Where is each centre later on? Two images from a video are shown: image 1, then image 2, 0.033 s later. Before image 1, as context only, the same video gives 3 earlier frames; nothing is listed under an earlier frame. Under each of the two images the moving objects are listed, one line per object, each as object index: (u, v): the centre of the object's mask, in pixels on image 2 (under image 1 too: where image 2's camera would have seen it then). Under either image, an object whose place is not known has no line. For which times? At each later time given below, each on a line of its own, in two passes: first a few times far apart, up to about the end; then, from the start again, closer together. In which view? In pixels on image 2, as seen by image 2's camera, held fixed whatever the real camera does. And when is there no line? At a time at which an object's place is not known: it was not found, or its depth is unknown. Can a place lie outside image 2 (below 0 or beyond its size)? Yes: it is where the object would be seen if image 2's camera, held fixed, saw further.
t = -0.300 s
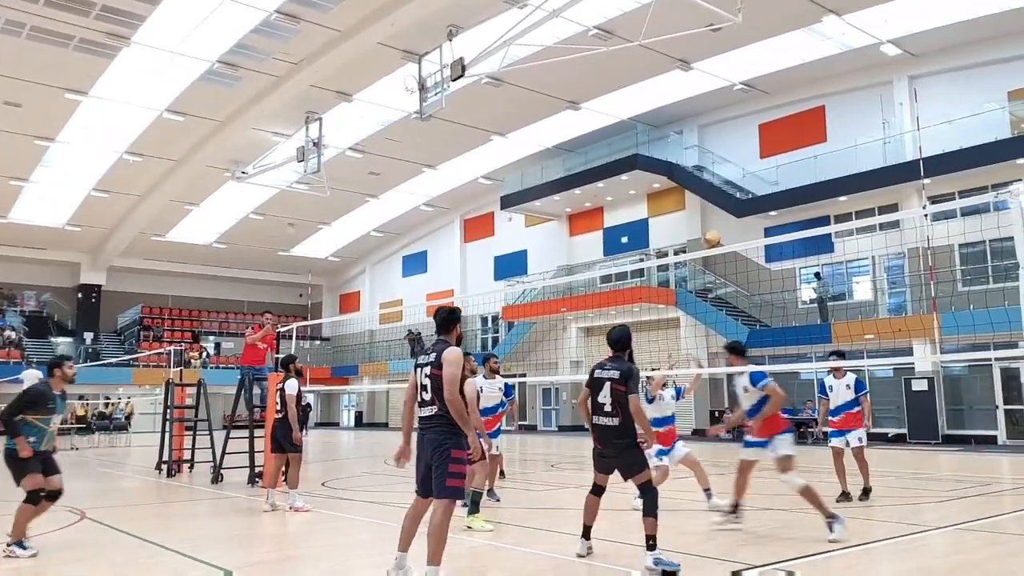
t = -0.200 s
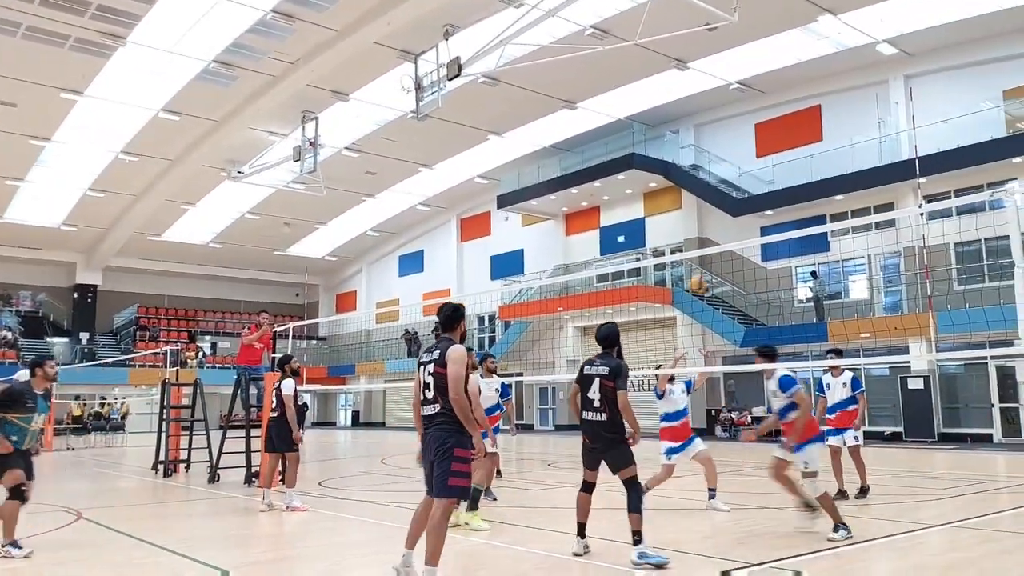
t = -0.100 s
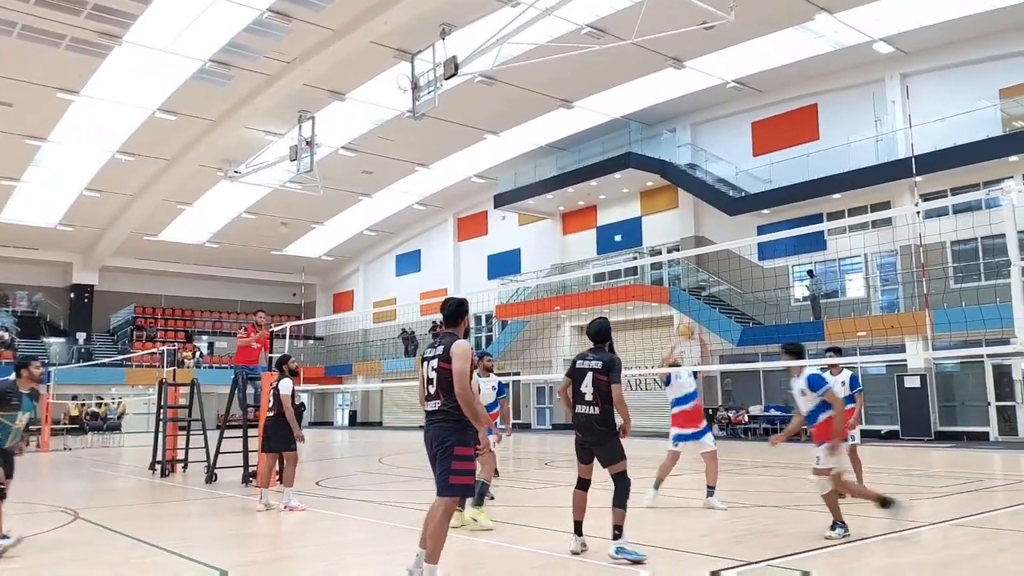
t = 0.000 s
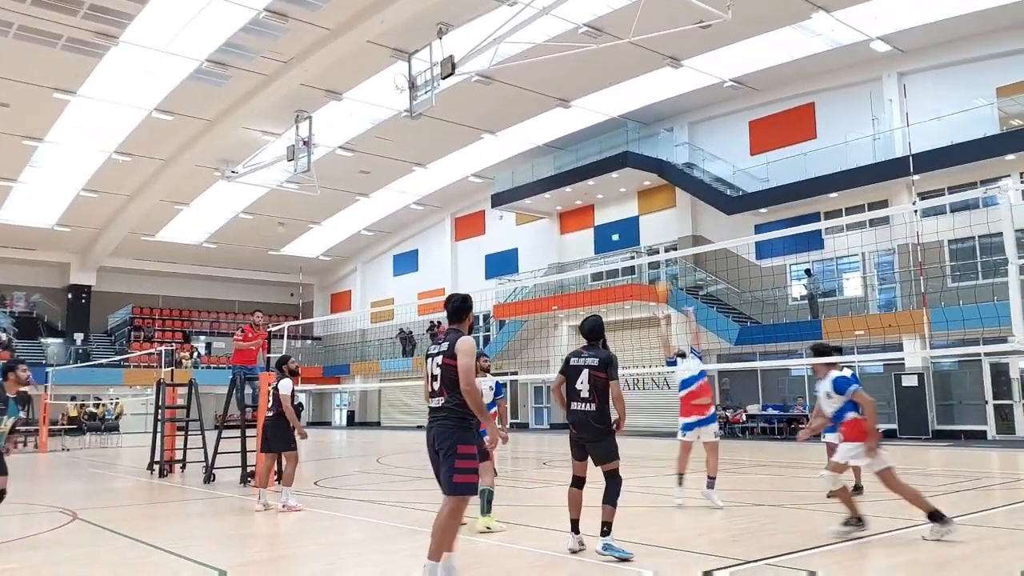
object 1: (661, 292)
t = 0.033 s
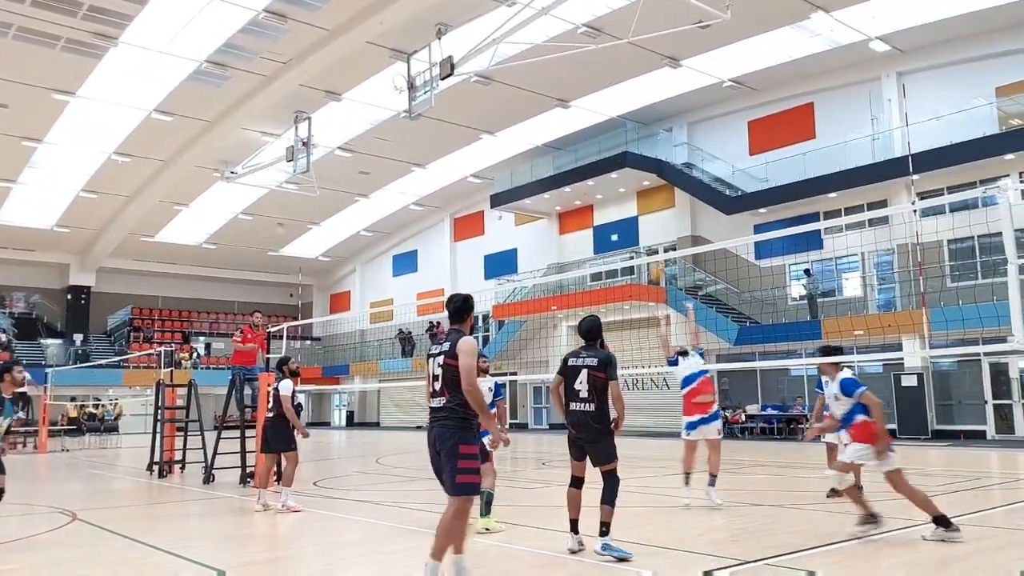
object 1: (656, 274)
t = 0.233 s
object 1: (619, 186)
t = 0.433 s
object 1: (590, 135)
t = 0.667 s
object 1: (560, 119)
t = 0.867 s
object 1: (538, 134)
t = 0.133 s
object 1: (634, 222)
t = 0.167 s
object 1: (629, 208)
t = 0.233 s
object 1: (619, 186)
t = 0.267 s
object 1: (613, 171)
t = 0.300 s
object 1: (609, 163)
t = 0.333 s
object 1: (603, 155)
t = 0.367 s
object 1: (598, 146)
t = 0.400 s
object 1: (594, 140)
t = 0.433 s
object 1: (590, 135)
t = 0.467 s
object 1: (586, 131)
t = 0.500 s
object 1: (581, 127)
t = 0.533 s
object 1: (577, 124)
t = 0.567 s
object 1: (573, 122)
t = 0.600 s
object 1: (569, 120)
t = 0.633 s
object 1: (565, 119)
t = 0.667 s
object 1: (560, 119)
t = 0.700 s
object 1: (556, 119)
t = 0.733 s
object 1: (552, 121)
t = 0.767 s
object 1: (549, 123)
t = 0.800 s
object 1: (546, 126)
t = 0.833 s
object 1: (542, 130)
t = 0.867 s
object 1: (538, 134)
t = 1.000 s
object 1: (525, 155)
